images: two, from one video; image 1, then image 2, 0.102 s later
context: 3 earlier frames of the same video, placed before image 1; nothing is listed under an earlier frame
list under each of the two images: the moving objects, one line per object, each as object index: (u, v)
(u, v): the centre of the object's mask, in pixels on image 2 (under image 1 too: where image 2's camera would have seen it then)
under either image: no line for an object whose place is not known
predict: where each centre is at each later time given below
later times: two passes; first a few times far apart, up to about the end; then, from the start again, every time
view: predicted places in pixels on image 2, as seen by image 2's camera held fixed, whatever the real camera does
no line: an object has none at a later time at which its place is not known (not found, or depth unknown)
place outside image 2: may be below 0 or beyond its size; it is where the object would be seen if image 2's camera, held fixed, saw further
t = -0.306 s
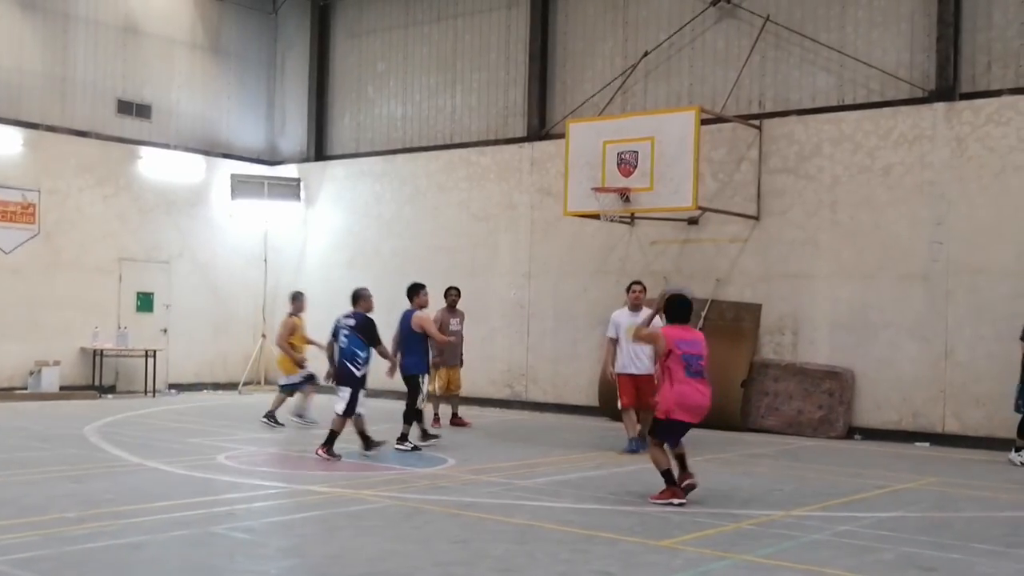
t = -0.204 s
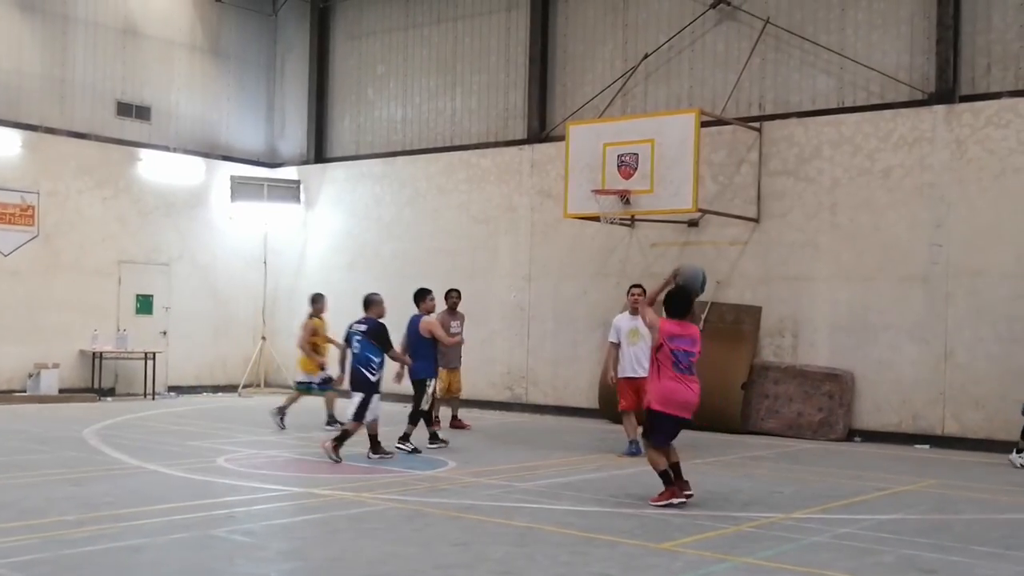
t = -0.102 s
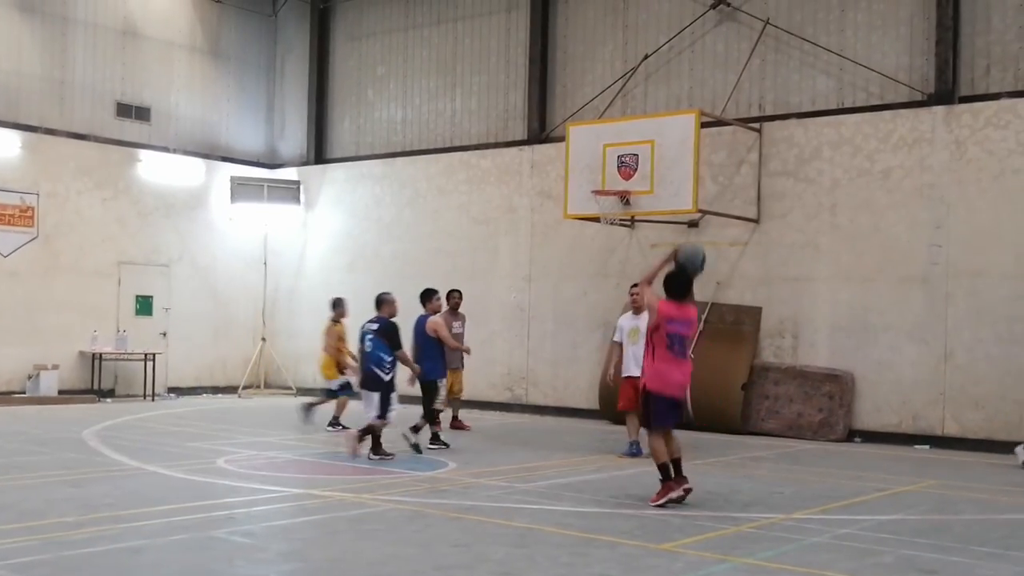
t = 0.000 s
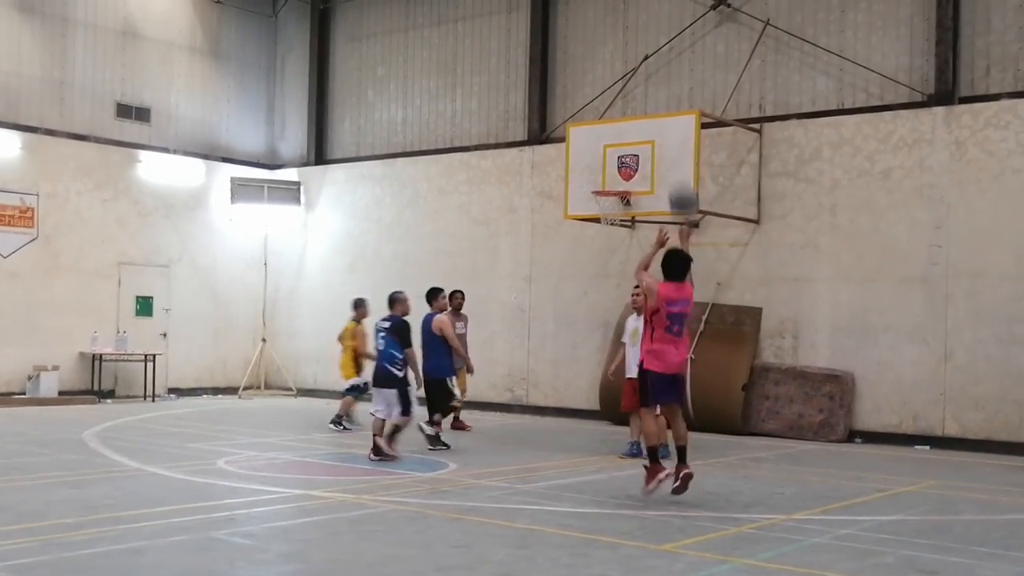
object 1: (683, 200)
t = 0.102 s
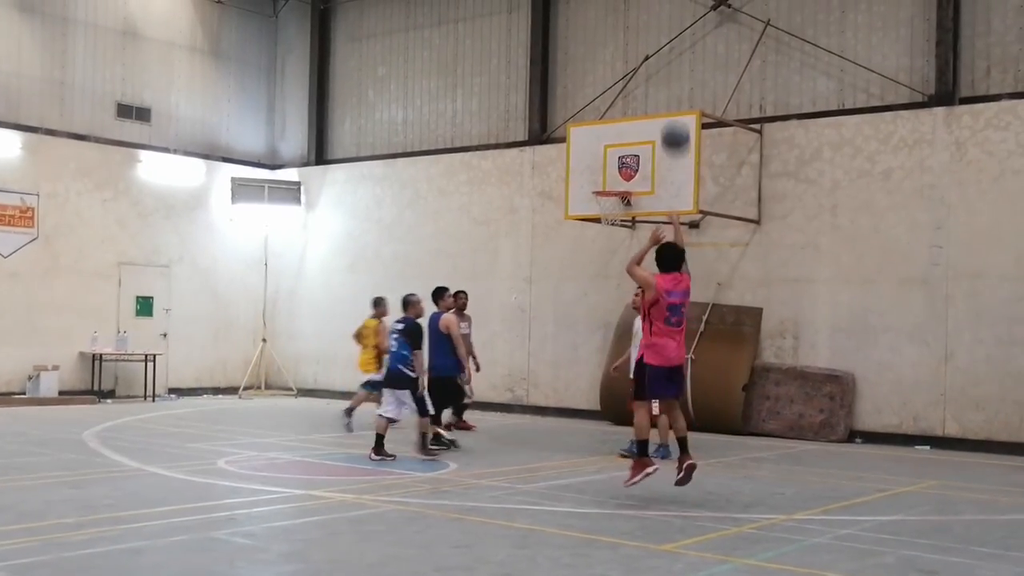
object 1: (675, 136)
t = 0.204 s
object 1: (666, 94)
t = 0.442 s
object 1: (649, 47)
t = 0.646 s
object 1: (634, 53)
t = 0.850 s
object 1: (618, 97)
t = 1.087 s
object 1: (602, 183)
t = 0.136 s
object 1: (672, 120)
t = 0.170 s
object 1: (668, 106)
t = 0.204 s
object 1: (666, 94)
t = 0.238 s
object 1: (662, 83)
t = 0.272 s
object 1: (660, 73)
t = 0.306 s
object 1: (658, 65)
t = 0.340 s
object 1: (658, 58)
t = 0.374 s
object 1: (653, 53)
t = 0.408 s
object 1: (651, 50)
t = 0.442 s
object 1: (649, 47)
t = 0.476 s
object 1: (646, 44)
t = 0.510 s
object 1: (644, 44)
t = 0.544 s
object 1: (642, 43)
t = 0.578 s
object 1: (640, 44)
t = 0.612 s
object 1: (637, 48)
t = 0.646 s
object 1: (634, 53)
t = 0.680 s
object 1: (633, 57)
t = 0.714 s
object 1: (629, 63)
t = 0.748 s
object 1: (625, 72)
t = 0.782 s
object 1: (623, 79)
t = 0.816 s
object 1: (623, 88)
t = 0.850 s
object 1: (618, 97)
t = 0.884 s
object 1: (616, 108)
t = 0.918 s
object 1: (614, 119)
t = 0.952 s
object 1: (611, 129)
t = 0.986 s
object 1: (608, 140)
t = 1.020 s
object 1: (606, 152)
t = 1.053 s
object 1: (603, 167)
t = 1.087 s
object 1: (602, 183)
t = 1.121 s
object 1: (600, 198)
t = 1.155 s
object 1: (597, 212)
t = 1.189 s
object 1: (594, 226)
